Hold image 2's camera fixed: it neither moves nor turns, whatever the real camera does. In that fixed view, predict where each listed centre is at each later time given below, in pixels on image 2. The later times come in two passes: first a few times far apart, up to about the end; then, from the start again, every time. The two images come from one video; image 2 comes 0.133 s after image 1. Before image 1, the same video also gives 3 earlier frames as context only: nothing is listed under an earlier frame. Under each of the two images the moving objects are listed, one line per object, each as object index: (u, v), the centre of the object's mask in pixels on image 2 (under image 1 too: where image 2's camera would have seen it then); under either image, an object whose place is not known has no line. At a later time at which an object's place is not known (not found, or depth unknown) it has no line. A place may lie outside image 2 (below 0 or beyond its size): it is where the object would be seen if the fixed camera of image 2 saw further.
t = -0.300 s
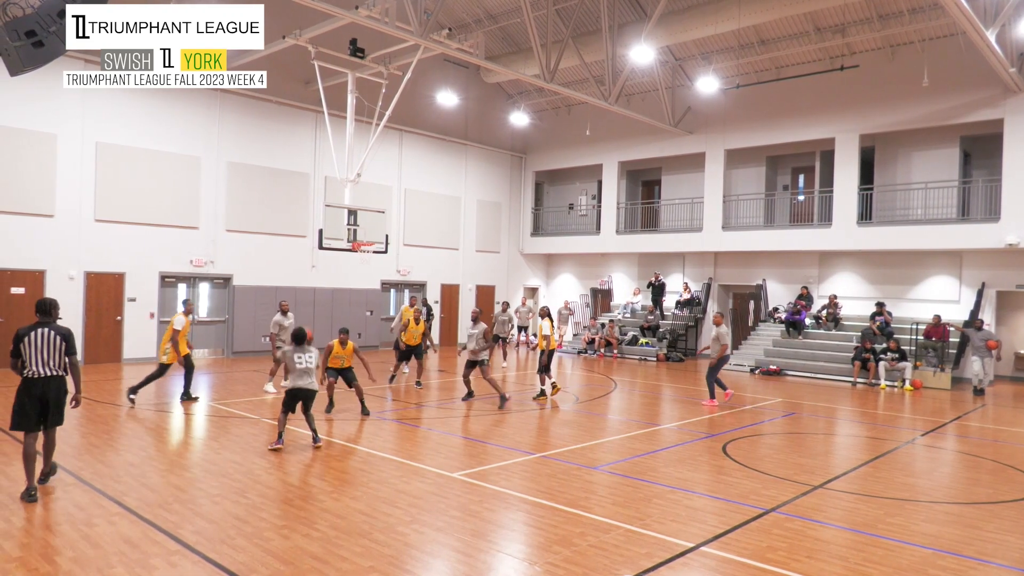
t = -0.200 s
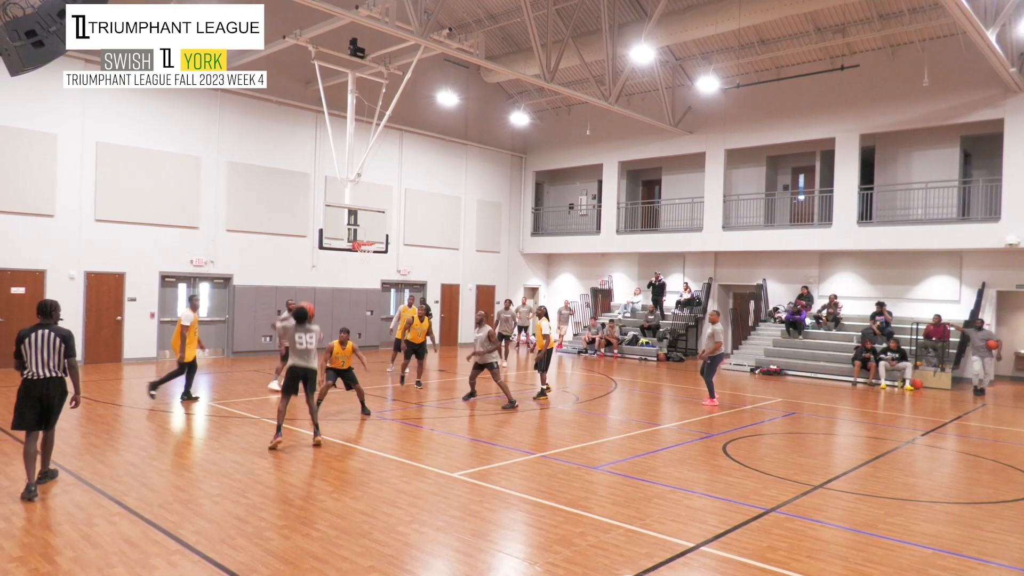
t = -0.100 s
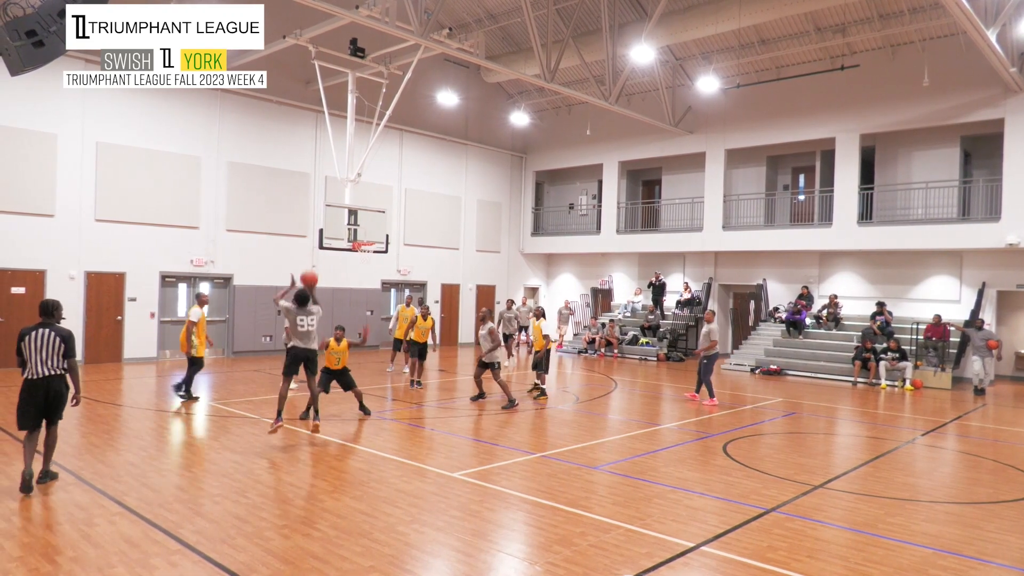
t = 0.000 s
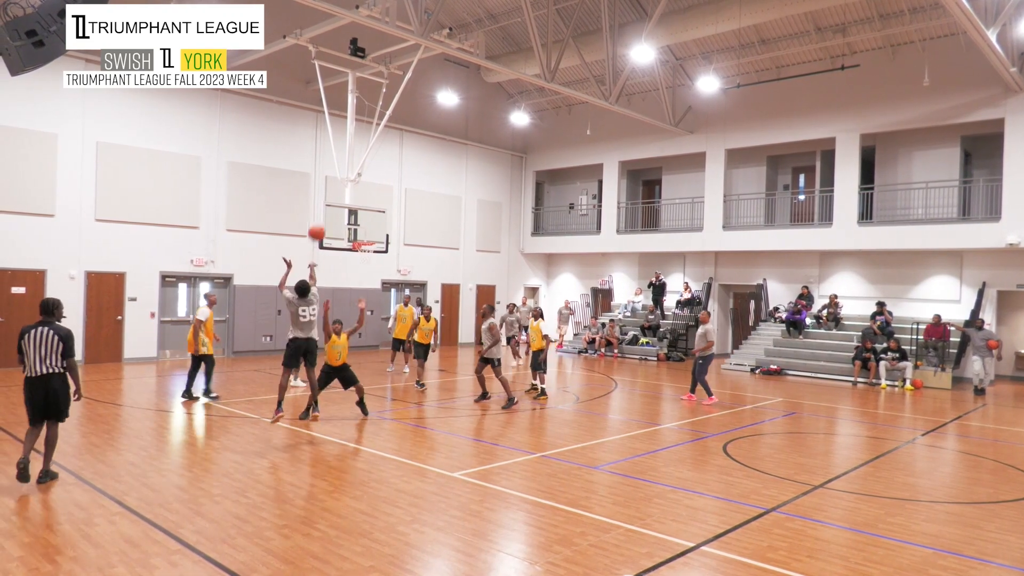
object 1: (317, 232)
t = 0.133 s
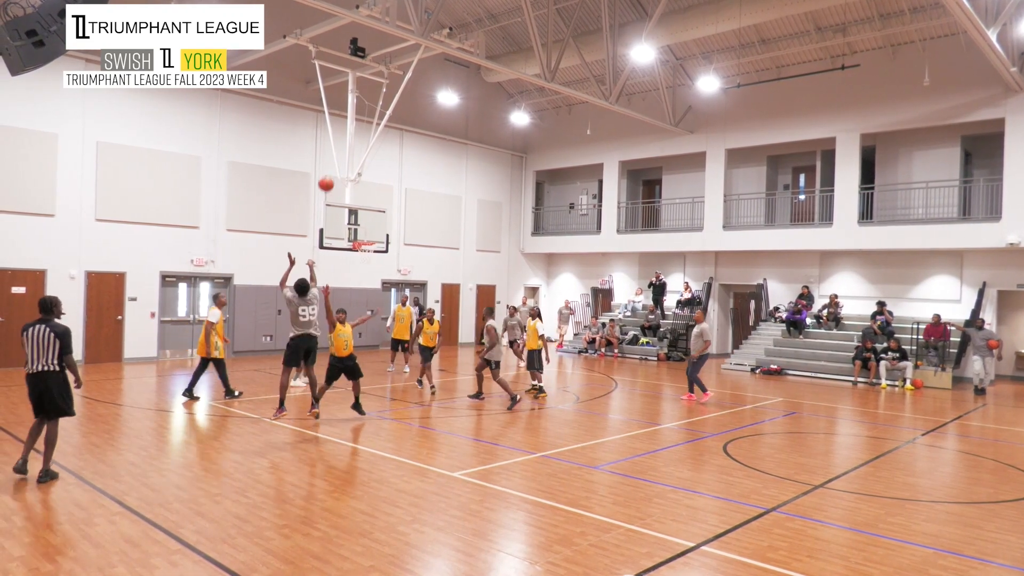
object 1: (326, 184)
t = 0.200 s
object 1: (330, 167)
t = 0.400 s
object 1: (341, 135)
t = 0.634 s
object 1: (350, 131)
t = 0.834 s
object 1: (356, 149)
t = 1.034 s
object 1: (359, 182)
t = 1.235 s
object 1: (362, 227)
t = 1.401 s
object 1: (364, 257)
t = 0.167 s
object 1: (328, 175)
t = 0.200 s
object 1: (330, 167)
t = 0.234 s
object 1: (332, 159)
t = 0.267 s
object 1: (334, 152)
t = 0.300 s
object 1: (335, 147)
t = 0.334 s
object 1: (337, 142)
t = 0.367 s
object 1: (339, 138)
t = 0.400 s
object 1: (341, 135)
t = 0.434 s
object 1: (342, 133)
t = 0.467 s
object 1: (344, 131)
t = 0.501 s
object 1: (345, 130)
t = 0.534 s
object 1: (347, 129)
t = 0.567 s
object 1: (348, 129)
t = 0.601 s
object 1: (349, 130)
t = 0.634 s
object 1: (350, 131)
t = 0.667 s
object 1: (351, 133)
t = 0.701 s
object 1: (352, 135)
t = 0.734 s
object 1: (353, 138)
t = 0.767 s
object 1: (354, 141)
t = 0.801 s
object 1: (355, 145)
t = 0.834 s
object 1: (356, 149)
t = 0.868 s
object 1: (356, 153)
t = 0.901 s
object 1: (357, 158)
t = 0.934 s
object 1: (357, 164)
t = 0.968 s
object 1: (358, 169)
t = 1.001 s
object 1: (359, 175)
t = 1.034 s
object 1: (359, 182)
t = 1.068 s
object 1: (359, 189)
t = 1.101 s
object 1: (360, 196)
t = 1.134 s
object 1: (360, 203)
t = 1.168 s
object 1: (361, 211)
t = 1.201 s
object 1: (362, 219)
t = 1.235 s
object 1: (362, 227)
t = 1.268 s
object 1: (362, 235)
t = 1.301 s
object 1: (361, 244)
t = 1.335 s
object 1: (357, 245)
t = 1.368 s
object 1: (363, 254)
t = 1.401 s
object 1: (364, 257)
